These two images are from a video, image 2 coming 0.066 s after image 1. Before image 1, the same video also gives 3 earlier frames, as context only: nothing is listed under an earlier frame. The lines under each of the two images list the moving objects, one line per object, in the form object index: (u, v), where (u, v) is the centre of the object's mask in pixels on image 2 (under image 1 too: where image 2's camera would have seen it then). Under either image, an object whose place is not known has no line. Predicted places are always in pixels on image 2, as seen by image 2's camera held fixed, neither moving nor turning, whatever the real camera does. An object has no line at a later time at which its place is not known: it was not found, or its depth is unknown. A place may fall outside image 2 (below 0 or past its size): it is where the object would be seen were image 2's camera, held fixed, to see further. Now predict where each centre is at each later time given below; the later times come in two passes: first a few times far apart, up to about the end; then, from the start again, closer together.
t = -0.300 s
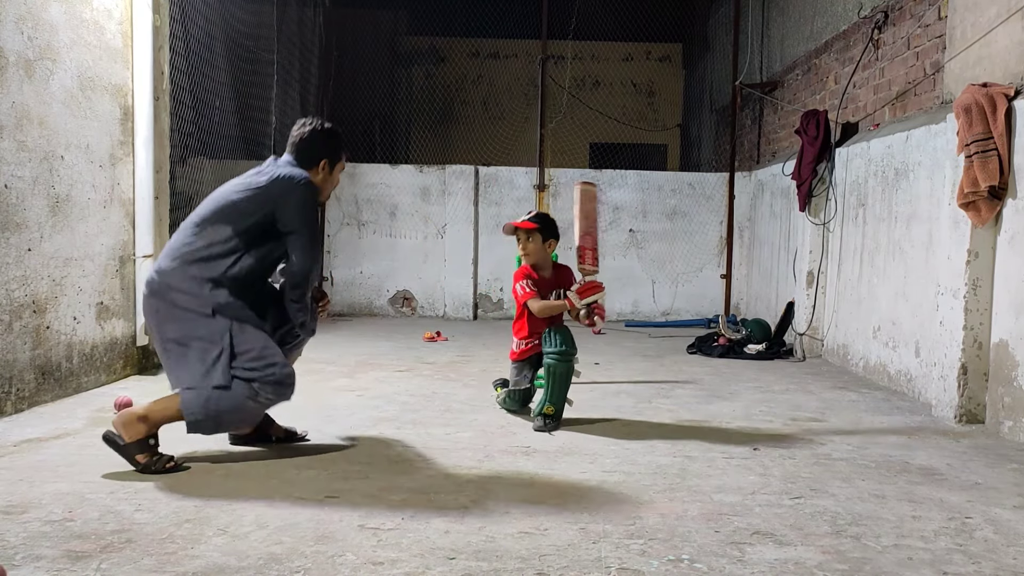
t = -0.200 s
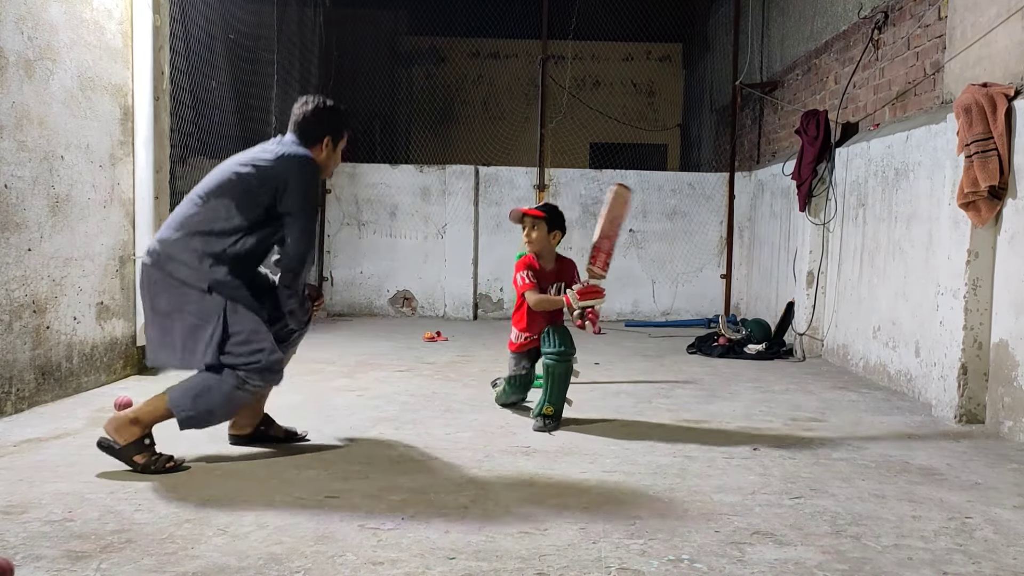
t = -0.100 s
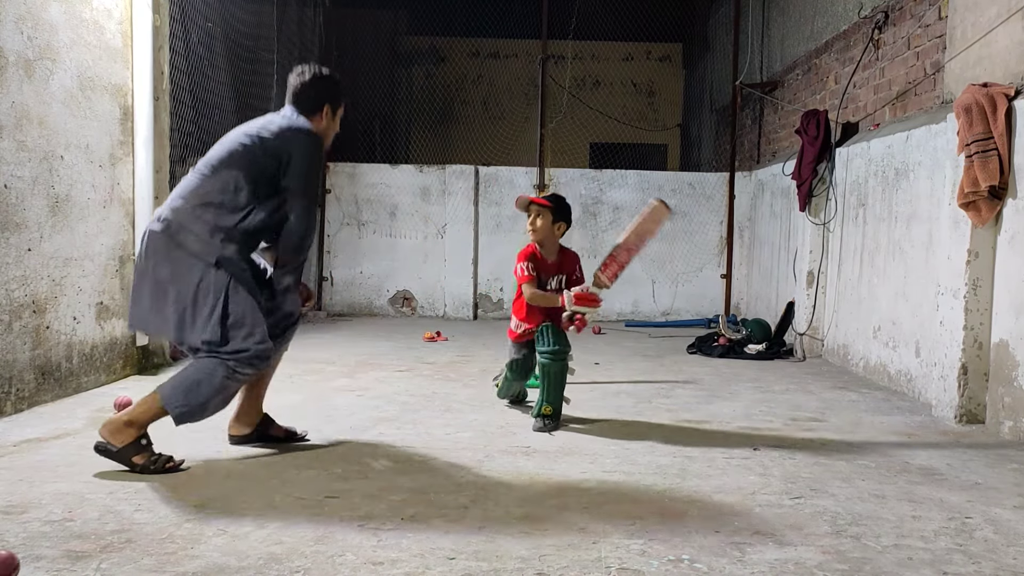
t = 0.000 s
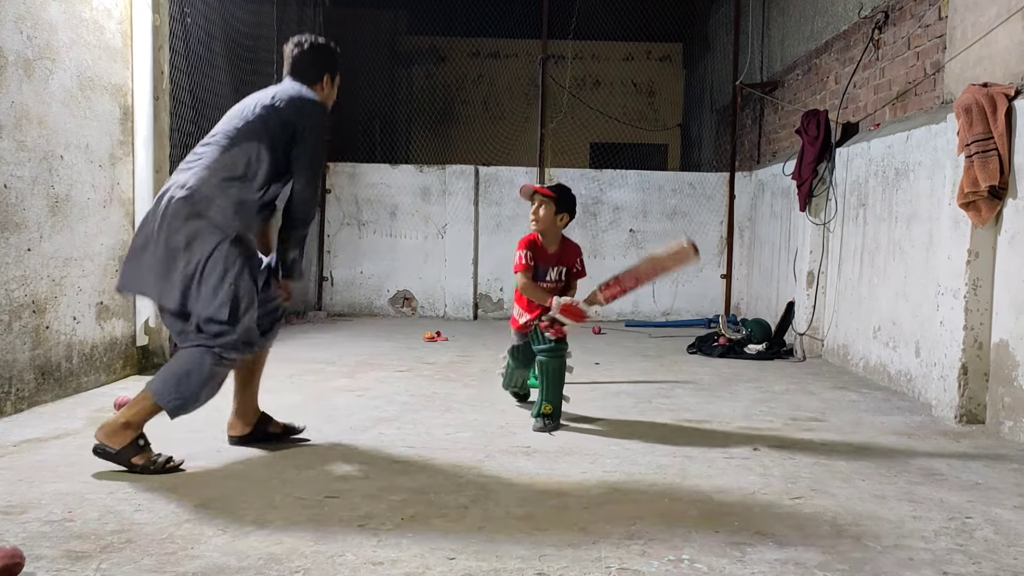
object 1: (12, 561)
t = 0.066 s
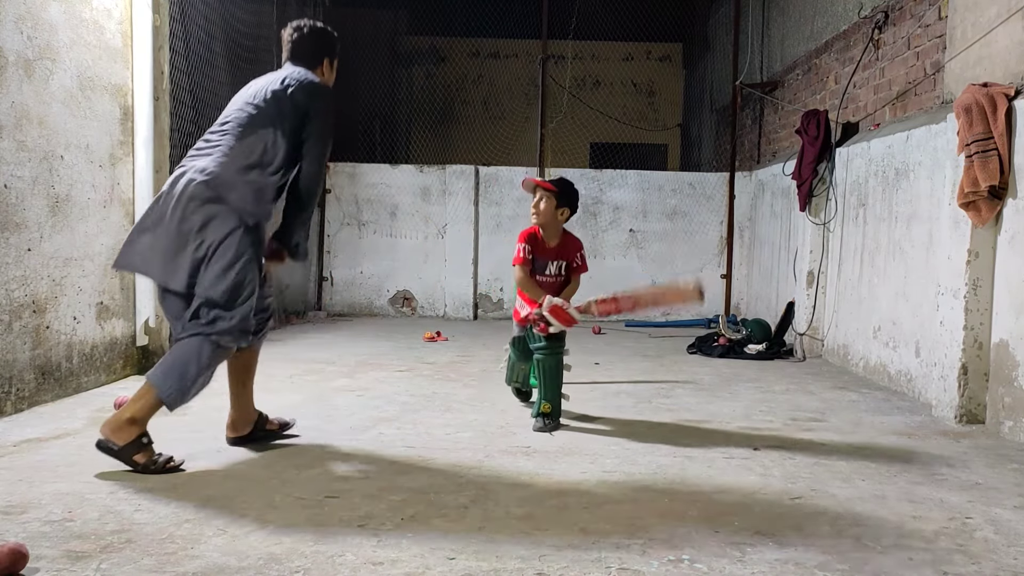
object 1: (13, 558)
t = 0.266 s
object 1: (21, 548)
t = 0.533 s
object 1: (47, 534)
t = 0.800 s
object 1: (74, 522)
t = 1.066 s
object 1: (91, 511)
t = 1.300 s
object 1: (97, 502)
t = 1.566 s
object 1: (107, 494)
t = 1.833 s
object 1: (115, 486)
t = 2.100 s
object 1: (117, 480)
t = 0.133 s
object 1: (14, 557)
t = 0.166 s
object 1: (16, 555)
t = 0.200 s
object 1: (17, 552)
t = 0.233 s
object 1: (19, 549)
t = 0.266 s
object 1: (21, 548)
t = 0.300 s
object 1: (24, 546)
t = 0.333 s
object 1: (26, 545)
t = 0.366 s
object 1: (32, 542)
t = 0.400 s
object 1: (34, 541)
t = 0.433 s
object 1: (37, 540)
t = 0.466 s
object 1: (40, 537)
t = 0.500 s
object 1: (43, 536)
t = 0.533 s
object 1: (47, 534)
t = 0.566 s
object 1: (51, 532)
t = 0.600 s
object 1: (54, 531)
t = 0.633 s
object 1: (57, 529)
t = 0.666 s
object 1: (61, 528)
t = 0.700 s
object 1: (64, 527)
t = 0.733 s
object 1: (67, 526)
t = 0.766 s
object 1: (71, 524)
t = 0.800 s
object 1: (74, 522)
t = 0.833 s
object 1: (77, 521)
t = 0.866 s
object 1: (79, 519)
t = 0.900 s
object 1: (82, 517)
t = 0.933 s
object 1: (84, 516)
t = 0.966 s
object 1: (87, 515)
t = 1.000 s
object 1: (89, 513)
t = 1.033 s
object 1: (90, 512)
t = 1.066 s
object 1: (91, 511)
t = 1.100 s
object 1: (92, 510)
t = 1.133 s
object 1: (93, 508)
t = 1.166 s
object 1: (94, 507)
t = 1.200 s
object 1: (95, 506)
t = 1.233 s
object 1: (96, 505)
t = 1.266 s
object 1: (97, 503)
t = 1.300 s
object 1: (97, 502)
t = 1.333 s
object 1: (99, 501)
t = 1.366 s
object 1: (100, 500)
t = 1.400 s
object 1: (101, 499)
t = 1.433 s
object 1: (102, 498)
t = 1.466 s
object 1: (103, 497)
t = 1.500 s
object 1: (105, 496)
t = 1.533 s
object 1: (106, 495)
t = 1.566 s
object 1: (107, 494)
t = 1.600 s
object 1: (108, 493)
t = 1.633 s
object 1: (110, 492)
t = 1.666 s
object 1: (111, 491)
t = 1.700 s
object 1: (112, 490)
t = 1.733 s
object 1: (113, 489)
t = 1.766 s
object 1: (114, 488)
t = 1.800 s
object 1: (114, 487)
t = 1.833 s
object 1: (115, 486)
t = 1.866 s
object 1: (116, 485)
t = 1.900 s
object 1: (116, 484)
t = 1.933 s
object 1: (116, 483)
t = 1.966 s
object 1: (116, 483)
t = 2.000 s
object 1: (116, 482)
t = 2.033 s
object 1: (117, 481)
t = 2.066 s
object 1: (117, 481)
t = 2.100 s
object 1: (117, 480)
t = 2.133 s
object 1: (118, 479)
